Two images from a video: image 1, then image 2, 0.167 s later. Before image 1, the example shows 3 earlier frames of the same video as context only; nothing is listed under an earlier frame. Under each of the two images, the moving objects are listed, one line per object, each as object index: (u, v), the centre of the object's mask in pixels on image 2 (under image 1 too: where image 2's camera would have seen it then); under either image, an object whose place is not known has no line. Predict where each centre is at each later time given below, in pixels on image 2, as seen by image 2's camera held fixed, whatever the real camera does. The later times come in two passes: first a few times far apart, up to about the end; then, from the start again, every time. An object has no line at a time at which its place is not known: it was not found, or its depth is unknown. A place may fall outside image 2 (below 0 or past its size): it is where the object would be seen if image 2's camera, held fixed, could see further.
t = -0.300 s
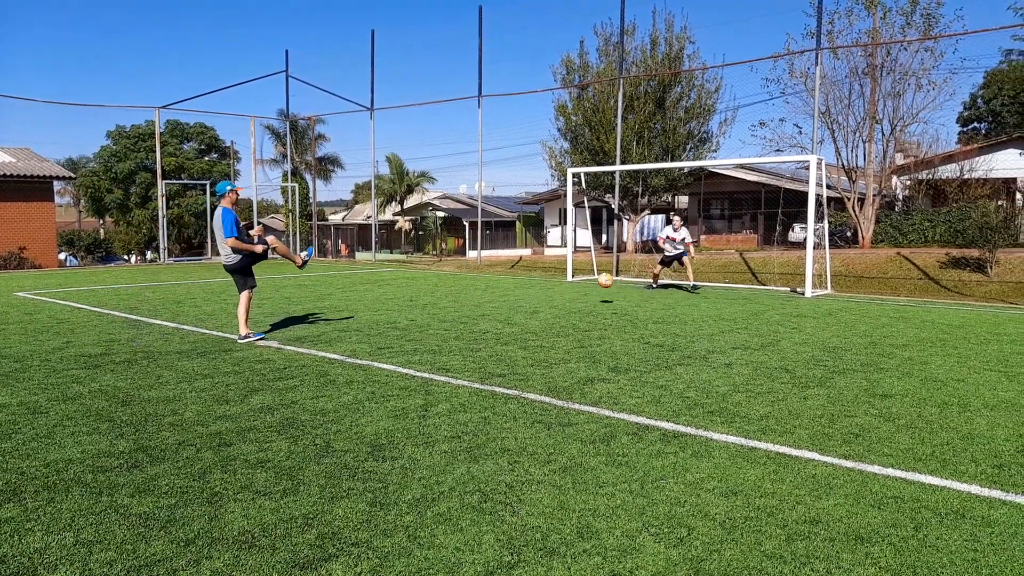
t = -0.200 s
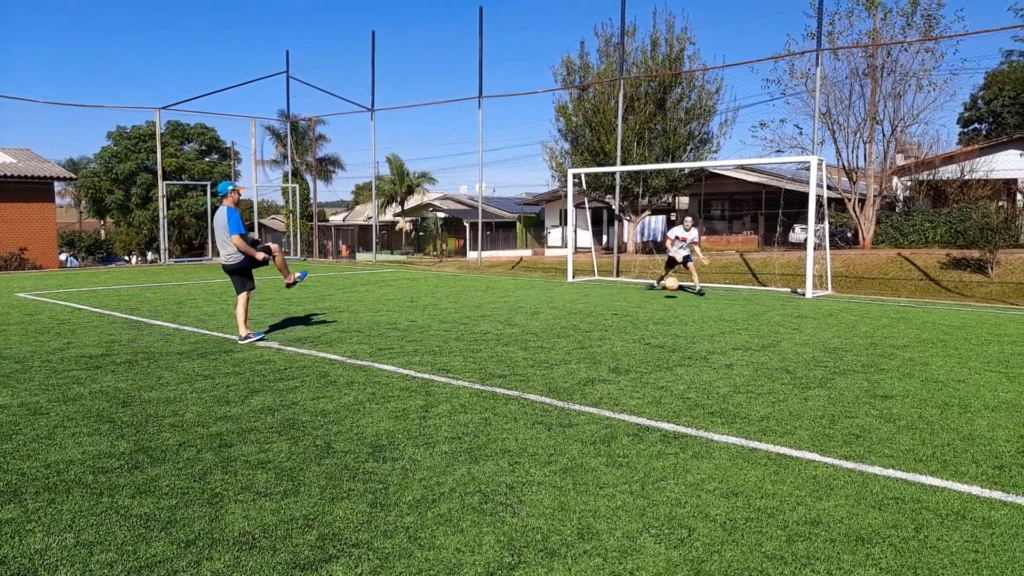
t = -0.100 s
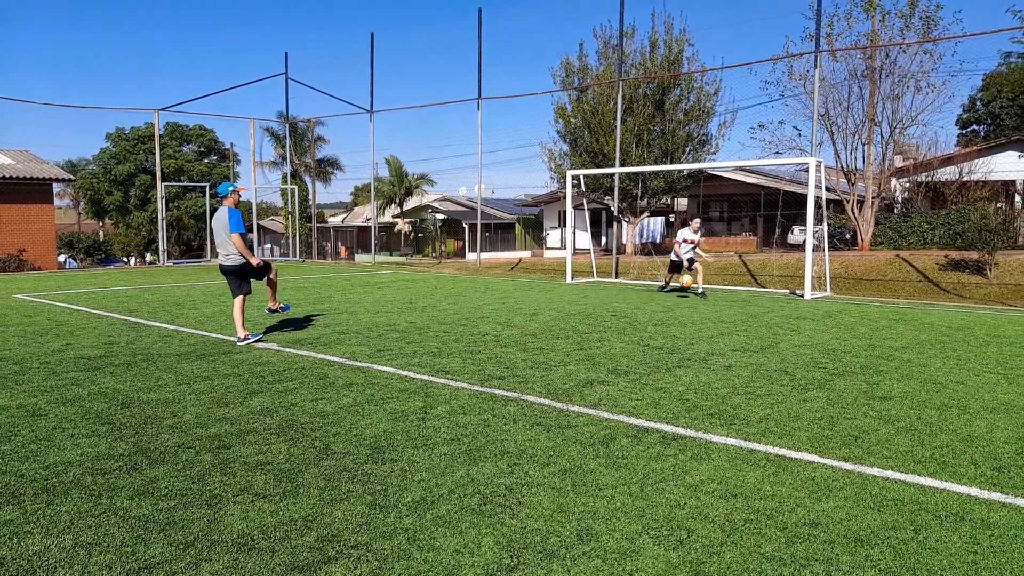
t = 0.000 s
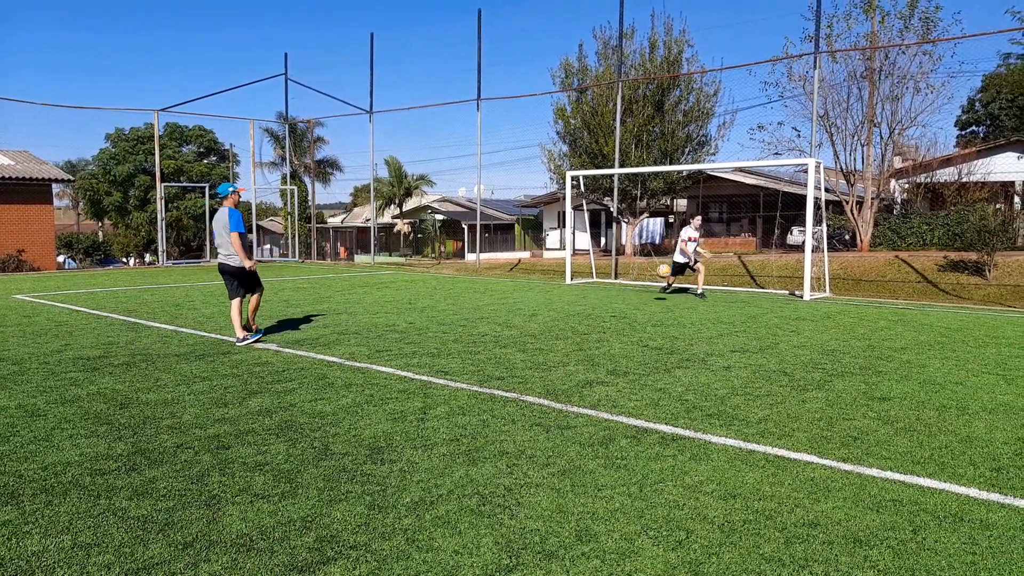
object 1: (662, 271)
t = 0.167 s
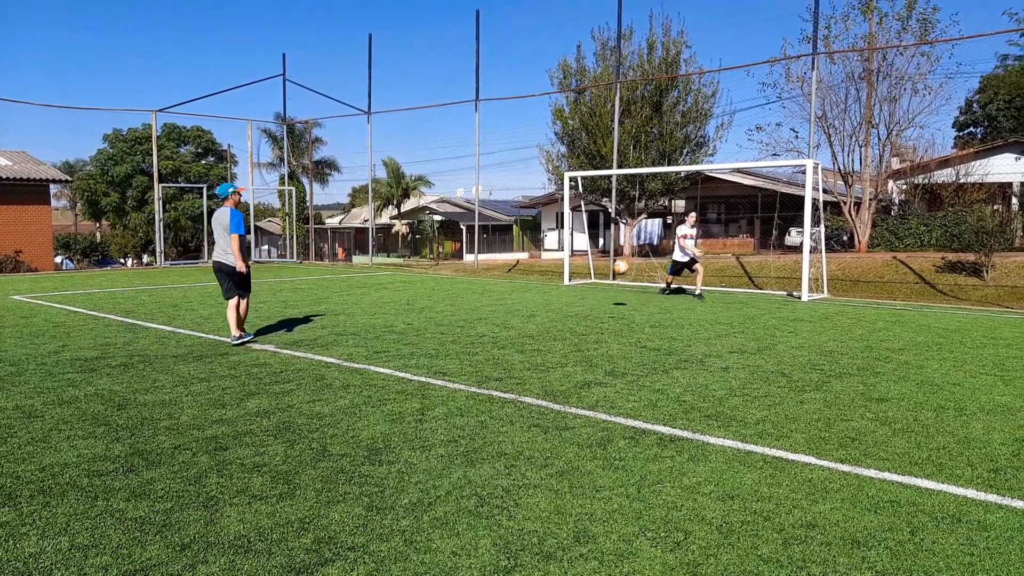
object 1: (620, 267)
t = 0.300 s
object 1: (584, 276)
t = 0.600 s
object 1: (505, 302)
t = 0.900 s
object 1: (455, 301)
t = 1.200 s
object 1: (396, 314)
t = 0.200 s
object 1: (612, 268)
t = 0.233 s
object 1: (603, 270)
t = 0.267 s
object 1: (594, 272)
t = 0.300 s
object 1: (584, 276)
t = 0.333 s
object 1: (574, 281)
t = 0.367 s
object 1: (564, 287)
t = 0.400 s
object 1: (553, 293)
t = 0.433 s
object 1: (542, 300)
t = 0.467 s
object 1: (531, 309)
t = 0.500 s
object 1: (520, 317)
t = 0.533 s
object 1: (515, 311)
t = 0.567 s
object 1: (510, 306)
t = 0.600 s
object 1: (505, 302)
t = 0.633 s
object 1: (500, 298)
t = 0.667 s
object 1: (494, 295)
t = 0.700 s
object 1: (489, 293)
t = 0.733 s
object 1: (483, 292)
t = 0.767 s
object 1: (478, 292)
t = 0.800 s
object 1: (472, 292)
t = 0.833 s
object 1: (466, 294)
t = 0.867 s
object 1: (461, 297)
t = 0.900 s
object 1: (455, 301)
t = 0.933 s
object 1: (449, 306)
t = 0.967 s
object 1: (443, 311)
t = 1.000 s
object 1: (437, 318)
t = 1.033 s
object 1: (431, 327)
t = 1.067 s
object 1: (424, 328)
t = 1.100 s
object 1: (418, 323)
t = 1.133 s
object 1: (410, 319)
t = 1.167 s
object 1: (404, 316)
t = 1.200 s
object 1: (396, 314)
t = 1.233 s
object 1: (388, 313)
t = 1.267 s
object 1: (381, 313)
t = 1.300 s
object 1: (373, 314)
